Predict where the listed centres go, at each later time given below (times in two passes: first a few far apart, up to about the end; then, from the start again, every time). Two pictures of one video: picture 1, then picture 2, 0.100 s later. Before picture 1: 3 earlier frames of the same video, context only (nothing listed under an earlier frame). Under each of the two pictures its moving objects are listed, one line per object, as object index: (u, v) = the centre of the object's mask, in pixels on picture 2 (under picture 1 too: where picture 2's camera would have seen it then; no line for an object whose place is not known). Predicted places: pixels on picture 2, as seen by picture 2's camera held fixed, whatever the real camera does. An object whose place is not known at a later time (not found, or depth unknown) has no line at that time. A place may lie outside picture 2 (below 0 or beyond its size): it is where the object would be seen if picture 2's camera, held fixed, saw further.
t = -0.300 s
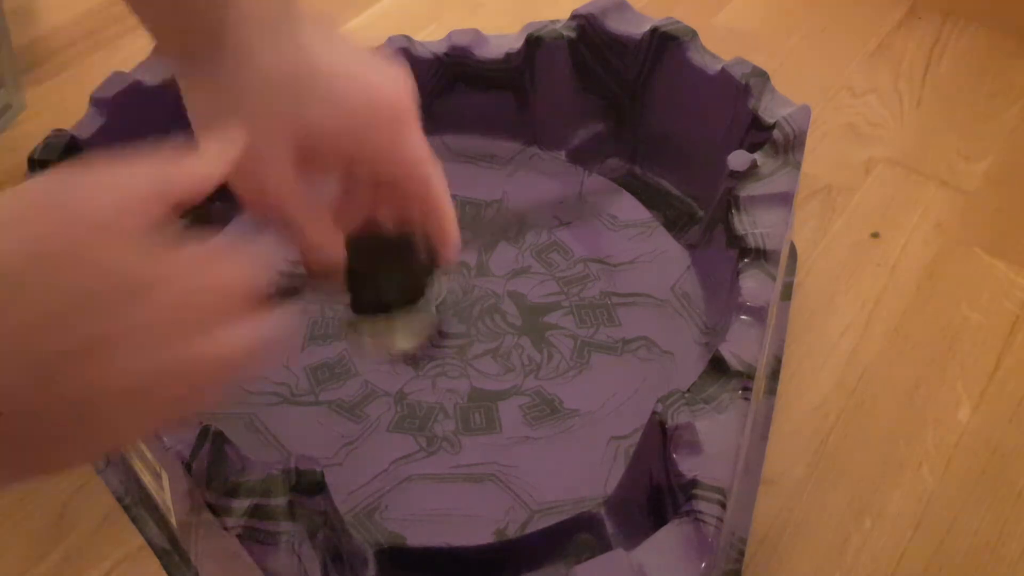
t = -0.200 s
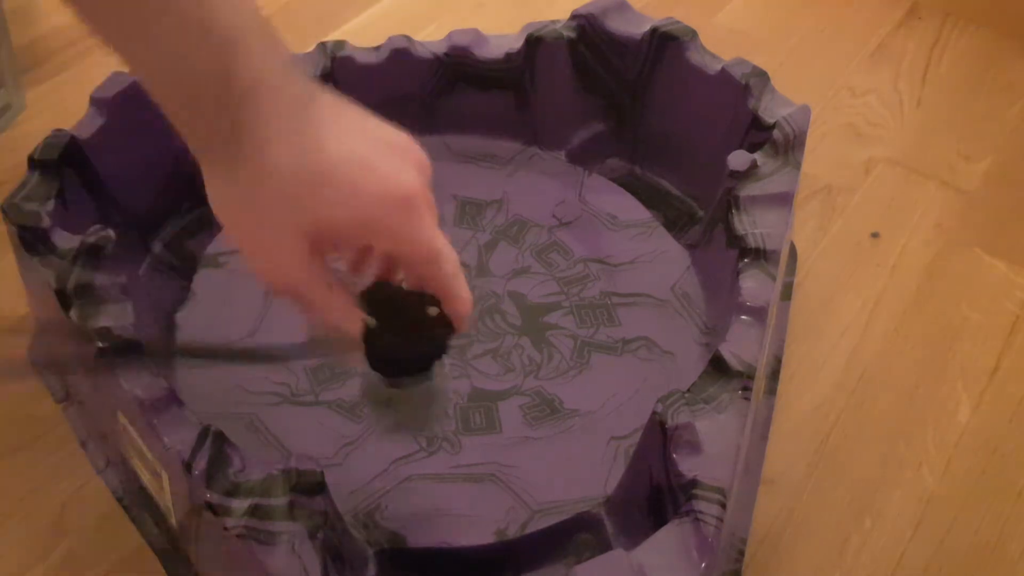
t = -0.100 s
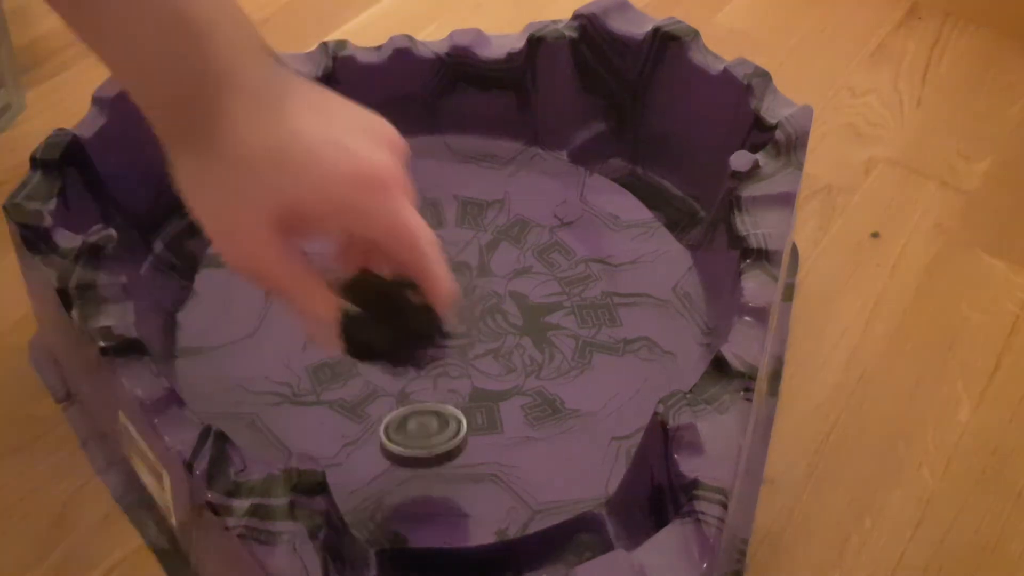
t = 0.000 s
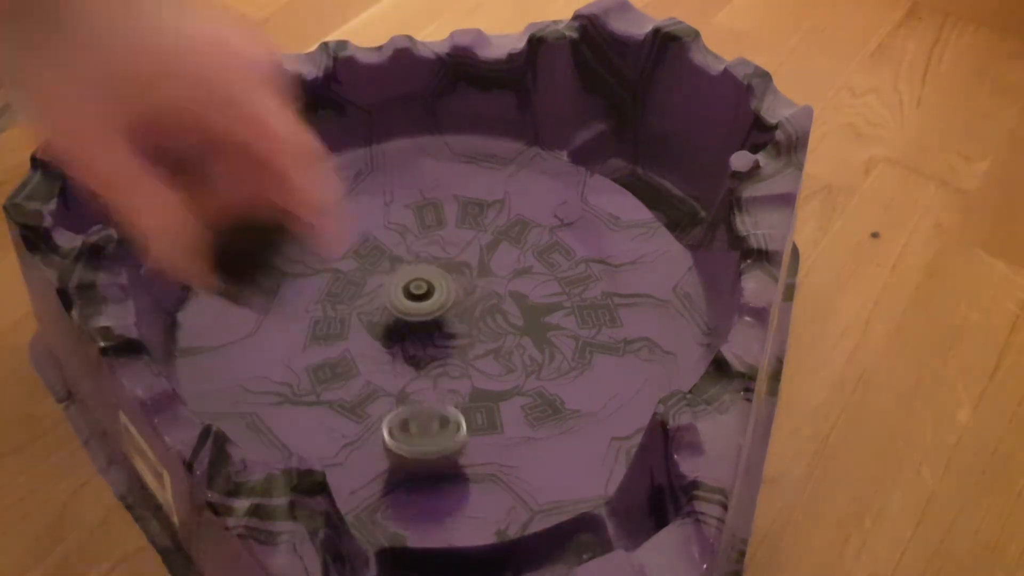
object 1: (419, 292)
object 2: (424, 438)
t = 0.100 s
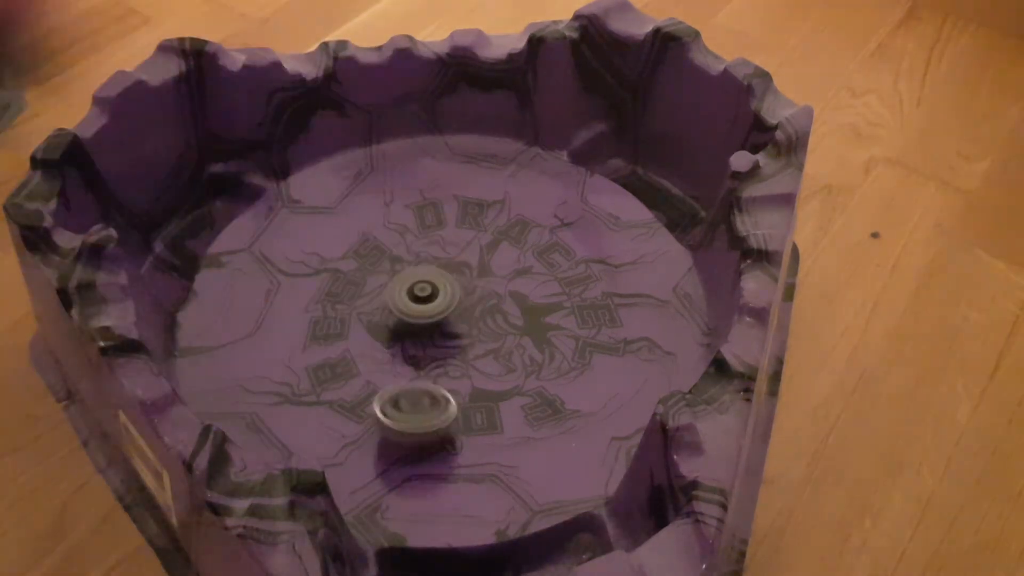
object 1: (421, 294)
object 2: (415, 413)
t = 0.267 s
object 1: (427, 296)
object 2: (352, 370)
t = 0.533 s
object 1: (440, 303)
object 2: (227, 331)
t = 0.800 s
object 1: (458, 309)
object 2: (254, 302)
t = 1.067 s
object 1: (474, 308)
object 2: (303, 259)
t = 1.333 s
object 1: (474, 307)
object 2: (324, 207)
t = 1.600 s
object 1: (460, 307)
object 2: (346, 179)
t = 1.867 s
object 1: (444, 310)
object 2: (384, 182)
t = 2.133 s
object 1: (438, 314)
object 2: (451, 192)
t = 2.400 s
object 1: (434, 311)
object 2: (511, 201)
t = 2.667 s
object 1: (430, 305)
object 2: (553, 218)
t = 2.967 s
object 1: (419, 296)
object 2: (584, 250)
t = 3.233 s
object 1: (414, 292)
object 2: (594, 305)
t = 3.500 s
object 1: (418, 294)
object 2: (587, 367)
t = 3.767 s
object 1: (423, 294)
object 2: (571, 403)
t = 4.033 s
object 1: (429, 297)
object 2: (531, 419)
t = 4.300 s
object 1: (438, 307)
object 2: (464, 422)
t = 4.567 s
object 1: (458, 311)
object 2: (384, 411)
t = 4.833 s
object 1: (464, 309)
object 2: (321, 383)
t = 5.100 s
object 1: (457, 307)
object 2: (283, 354)
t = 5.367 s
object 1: (444, 309)
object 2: (288, 320)
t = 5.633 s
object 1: (440, 313)
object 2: (308, 273)
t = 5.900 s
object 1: (437, 310)
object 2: (338, 231)
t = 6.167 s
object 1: (435, 307)
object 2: (382, 202)
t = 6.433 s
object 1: (430, 301)
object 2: (429, 192)
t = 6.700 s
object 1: (422, 297)
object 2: (477, 198)
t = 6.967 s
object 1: (419, 298)
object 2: (529, 214)
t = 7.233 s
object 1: (424, 302)
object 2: (570, 234)
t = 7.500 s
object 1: (433, 307)
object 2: (583, 259)
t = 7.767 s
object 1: (447, 310)
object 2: (570, 319)
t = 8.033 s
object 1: (452, 308)
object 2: (553, 382)
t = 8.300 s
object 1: (450, 307)
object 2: (528, 420)
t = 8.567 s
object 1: (445, 309)
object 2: (503, 425)
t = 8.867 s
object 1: (444, 312)
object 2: (432, 404)
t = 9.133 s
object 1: (443, 309)
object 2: (369, 370)
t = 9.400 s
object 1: (440, 306)
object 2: (322, 333)
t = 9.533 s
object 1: (436, 305)
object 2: (307, 312)
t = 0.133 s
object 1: (422, 294)
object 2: (408, 405)
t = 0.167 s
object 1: (422, 295)
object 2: (398, 397)
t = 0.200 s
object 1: (423, 295)
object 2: (385, 387)
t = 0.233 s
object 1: (426, 295)
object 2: (371, 380)
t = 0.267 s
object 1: (427, 296)
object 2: (352, 370)
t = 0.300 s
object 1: (427, 297)
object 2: (335, 364)
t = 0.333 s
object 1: (427, 297)
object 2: (316, 357)
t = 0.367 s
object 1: (430, 296)
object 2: (298, 351)
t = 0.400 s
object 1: (433, 297)
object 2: (281, 346)
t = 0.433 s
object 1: (437, 299)
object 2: (265, 342)
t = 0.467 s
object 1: (439, 301)
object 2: (253, 339)
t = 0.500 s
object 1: (439, 303)
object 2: (240, 336)
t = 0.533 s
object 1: (440, 303)
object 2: (227, 331)
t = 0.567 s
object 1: (441, 304)
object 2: (218, 327)
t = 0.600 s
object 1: (443, 306)
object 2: (207, 322)
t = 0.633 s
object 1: (447, 307)
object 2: (210, 319)
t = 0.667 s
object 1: (447, 308)
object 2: (220, 316)
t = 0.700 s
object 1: (449, 307)
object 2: (229, 314)
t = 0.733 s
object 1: (453, 308)
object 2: (238, 310)
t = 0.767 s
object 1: (456, 308)
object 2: (246, 306)
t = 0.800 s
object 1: (458, 309)
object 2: (254, 302)
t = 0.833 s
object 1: (459, 310)
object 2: (262, 298)
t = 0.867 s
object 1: (461, 310)
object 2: (270, 293)
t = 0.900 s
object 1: (463, 310)
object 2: (277, 288)
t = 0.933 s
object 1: (465, 310)
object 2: (284, 282)
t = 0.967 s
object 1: (468, 309)
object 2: (290, 277)
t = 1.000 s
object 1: (470, 309)
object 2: (295, 273)
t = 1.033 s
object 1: (472, 309)
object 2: (299, 267)
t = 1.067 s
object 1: (474, 308)
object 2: (303, 259)
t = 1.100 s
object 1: (474, 308)
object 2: (306, 253)
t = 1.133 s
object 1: (474, 308)
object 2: (309, 246)
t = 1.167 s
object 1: (474, 308)
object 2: (311, 239)
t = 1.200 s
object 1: (474, 308)
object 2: (313, 232)
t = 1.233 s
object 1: (476, 308)
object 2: (316, 224)
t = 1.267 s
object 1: (475, 307)
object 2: (318, 219)
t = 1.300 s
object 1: (473, 307)
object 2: (321, 212)
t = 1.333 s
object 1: (474, 307)
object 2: (324, 207)
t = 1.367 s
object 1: (473, 306)
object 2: (327, 201)
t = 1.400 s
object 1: (471, 306)
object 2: (330, 196)
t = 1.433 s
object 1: (469, 306)
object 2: (333, 191)
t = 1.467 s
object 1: (467, 306)
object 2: (336, 187)
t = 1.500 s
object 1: (465, 306)
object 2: (338, 184)
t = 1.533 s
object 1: (463, 307)
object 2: (341, 182)
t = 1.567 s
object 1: (462, 307)
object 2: (344, 180)
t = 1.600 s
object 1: (460, 307)
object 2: (346, 179)
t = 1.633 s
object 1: (458, 308)
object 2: (349, 179)
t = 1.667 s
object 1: (455, 308)
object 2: (352, 178)
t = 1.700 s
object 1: (453, 308)
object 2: (356, 179)
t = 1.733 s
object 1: (451, 309)
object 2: (360, 179)
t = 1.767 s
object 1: (449, 309)
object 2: (365, 180)
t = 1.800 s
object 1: (448, 309)
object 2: (370, 181)
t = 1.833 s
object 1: (446, 310)
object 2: (376, 181)
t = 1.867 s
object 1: (444, 310)
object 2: (384, 182)
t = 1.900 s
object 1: (443, 311)
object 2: (391, 183)
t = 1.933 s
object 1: (441, 311)
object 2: (399, 184)
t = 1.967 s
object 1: (441, 312)
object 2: (408, 184)
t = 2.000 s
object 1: (441, 313)
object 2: (416, 186)
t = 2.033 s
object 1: (439, 313)
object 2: (425, 187)
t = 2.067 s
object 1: (439, 314)
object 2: (434, 189)
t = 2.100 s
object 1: (439, 314)
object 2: (443, 190)
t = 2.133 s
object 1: (438, 314)
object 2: (451, 192)
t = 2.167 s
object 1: (438, 315)
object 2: (461, 193)
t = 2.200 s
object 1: (437, 315)
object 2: (470, 194)
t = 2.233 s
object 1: (436, 314)
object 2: (478, 196)
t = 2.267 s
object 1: (436, 314)
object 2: (486, 197)
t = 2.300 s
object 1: (436, 313)
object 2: (492, 198)
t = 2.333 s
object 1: (436, 313)
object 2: (499, 199)
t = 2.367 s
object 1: (435, 313)
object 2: (505, 200)
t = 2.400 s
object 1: (434, 311)
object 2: (511, 201)
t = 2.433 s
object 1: (434, 310)
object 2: (516, 202)
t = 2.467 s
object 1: (434, 310)
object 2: (522, 204)
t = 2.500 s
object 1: (434, 309)
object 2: (527, 206)
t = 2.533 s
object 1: (432, 309)
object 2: (532, 208)
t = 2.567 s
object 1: (431, 308)
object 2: (537, 210)
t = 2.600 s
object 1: (431, 306)
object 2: (543, 213)
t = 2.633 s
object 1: (431, 305)
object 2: (547, 215)
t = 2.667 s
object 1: (430, 305)
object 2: (553, 218)
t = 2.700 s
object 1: (429, 304)
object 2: (557, 220)
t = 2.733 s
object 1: (428, 303)
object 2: (561, 223)
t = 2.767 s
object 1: (427, 302)
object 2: (565, 226)
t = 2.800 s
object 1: (426, 301)
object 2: (569, 230)
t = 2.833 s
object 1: (425, 300)
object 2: (572, 233)
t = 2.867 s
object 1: (423, 299)
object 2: (576, 237)
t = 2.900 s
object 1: (422, 298)
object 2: (578, 241)
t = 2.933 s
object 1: (420, 297)
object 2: (581, 245)
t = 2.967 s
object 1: (419, 296)
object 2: (584, 250)
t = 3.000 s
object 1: (418, 295)
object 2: (586, 253)
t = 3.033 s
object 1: (417, 294)
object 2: (589, 259)
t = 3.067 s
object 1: (416, 294)
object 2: (591, 264)
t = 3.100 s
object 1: (415, 293)
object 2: (593, 272)
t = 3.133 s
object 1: (415, 293)
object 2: (594, 280)
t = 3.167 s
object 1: (414, 293)
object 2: (594, 287)
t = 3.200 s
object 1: (414, 293)
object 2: (594, 295)
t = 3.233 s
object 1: (414, 292)
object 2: (594, 305)
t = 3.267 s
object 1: (414, 293)
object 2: (593, 313)
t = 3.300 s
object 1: (414, 293)
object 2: (592, 321)
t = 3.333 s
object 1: (414, 293)
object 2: (591, 329)
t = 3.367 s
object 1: (414, 293)
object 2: (591, 338)
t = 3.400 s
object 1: (415, 293)
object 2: (589, 345)
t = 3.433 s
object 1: (416, 293)
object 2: (588, 353)
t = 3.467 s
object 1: (417, 294)
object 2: (588, 360)
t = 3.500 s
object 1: (418, 294)
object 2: (587, 367)
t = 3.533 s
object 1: (418, 295)
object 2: (587, 374)
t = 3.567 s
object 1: (418, 294)
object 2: (586, 380)
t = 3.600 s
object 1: (419, 294)
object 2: (585, 385)
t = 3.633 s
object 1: (420, 294)
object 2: (583, 390)
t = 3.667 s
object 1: (421, 295)
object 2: (581, 394)
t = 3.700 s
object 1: (422, 294)
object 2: (578, 397)
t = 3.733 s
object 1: (423, 294)
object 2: (575, 400)
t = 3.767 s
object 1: (423, 294)
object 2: (571, 403)
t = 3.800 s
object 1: (424, 294)
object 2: (567, 406)
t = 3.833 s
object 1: (424, 295)
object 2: (564, 408)
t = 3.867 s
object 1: (425, 295)
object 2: (559, 410)
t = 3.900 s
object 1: (425, 295)
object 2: (554, 412)
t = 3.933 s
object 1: (426, 295)
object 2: (549, 414)
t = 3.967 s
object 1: (426, 296)
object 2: (543, 416)
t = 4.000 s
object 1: (427, 297)
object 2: (537, 417)
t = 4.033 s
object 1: (429, 297)
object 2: (531, 419)
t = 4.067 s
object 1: (430, 298)
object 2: (524, 420)
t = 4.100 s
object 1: (431, 299)
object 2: (516, 421)
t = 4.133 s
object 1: (432, 300)
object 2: (509, 422)
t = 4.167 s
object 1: (433, 301)
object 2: (501, 423)
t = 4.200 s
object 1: (434, 303)
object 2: (492, 423)
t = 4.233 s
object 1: (435, 304)
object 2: (483, 424)
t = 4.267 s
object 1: (437, 306)
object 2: (474, 423)
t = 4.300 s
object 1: (438, 307)
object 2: (464, 422)
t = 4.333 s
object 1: (440, 309)
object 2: (455, 422)
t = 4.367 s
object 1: (443, 309)
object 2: (444, 420)
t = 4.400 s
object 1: (446, 310)
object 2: (434, 420)
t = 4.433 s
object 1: (448, 311)
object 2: (424, 418)
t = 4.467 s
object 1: (451, 311)
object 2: (414, 416)
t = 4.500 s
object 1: (454, 311)
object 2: (404, 415)
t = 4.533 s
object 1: (456, 311)
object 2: (394, 414)
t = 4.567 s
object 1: (458, 311)
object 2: (384, 411)
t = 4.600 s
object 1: (460, 312)
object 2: (375, 408)
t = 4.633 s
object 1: (460, 312)
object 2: (366, 405)
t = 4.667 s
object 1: (461, 311)
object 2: (358, 402)
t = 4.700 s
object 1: (462, 311)
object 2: (350, 399)
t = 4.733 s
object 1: (463, 310)
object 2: (341, 395)
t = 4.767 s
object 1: (464, 310)
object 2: (334, 391)
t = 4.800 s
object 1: (464, 309)
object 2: (327, 387)
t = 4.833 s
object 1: (464, 309)
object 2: (321, 383)
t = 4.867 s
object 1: (464, 308)
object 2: (314, 380)
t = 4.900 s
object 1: (464, 307)
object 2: (308, 376)
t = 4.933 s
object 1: (463, 307)
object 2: (302, 372)
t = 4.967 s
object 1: (463, 307)
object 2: (297, 368)
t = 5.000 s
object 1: (462, 307)
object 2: (292, 365)
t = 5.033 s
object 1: (460, 306)
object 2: (289, 361)
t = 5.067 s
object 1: (458, 307)
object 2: (286, 357)
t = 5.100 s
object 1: (457, 307)
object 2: (283, 354)
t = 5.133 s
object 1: (455, 307)
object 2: (282, 351)
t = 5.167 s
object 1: (453, 307)
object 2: (281, 347)
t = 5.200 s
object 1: (452, 307)
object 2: (281, 343)
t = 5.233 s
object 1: (450, 308)
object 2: (281, 339)
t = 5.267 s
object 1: (448, 308)
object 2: (283, 335)
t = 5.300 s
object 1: (446, 308)
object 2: (284, 329)
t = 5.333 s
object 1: (445, 309)
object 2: (286, 325)
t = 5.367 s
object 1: (444, 309)
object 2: (288, 320)
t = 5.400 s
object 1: (443, 309)
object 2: (290, 315)
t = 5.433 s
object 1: (443, 310)
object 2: (292, 309)
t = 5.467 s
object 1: (442, 311)
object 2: (294, 303)
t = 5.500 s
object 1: (442, 311)
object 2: (297, 296)
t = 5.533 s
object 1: (442, 311)
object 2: (299, 290)
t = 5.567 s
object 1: (442, 311)
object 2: (302, 285)
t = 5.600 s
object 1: (441, 312)
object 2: (305, 279)
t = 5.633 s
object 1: (440, 313)
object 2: (308, 273)
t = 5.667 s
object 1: (440, 313)
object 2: (311, 268)
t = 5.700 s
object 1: (440, 313)
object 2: (315, 262)
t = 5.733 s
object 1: (440, 312)
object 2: (318, 256)
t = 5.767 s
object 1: (440, 312)
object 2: (322, 251)
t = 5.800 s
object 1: (439, 312)
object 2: (326, 246)
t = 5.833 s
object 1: (438, 312)
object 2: (330, 241)
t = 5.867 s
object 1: (437, 311)
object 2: (334, 236)
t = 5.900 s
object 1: (437, 310)
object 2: (338, 231)
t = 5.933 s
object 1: (437, 310)
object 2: (343, 227)
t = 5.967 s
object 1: (437, 310)
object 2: (348, 223)
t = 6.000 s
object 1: (436, 310)
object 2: (353, 219)
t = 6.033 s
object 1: (435, 309)
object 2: (358, 215)
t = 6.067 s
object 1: (435, 309)
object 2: (364, 212)
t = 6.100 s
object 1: (435, 308)
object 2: (370, 208)
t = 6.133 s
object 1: (435, 307)
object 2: (375, 205)
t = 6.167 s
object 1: (435, 307)
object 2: (382, 202)
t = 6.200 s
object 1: (435, 306)
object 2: (387, 199)
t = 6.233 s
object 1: (435, 306)
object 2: (393, 197)
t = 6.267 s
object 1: (435, 306)
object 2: (399, 195)
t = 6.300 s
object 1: (434, 306)
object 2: (405, 194)
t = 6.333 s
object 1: (432, 304)
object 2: (411, 193)
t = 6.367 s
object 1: (431, 303)
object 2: (417, 192)
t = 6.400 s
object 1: (431, 302)
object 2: (423, 192)
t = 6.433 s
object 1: (430, 301)
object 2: (429, 192)
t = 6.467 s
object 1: (429, 301)
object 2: (434, 192)
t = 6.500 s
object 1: (427, 301)
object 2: (440, 192)
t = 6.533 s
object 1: (426, 300)
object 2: (446, 193)
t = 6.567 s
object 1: (425, 300)
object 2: (452, 193)
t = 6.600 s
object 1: (424, 299)
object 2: (458, 194)
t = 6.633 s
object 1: (424, 298)
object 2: (464, 195)
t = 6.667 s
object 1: (423, 298)
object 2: (471, 197)
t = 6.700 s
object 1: (422, 297)
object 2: (477, 198)
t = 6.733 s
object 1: (421, 297)
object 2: (484, 200)
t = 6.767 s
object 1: (421, 297)
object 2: (490, 201)
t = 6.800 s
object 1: (420, 297)
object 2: (497, 203)
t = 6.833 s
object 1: (419, 297)
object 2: (503, 204)
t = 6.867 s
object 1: (419, 297)
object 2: (510, 207)
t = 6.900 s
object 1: (419, 297)
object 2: (516, 209)
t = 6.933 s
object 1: (419, 297)
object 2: (522, 211)
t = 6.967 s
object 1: (419, 298)
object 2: (529, 214)
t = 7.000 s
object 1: (419, 298)
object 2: (535, 217)
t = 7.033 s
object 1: (419, 298)
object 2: (541, 219)
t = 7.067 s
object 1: (420, 299)
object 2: (547, 222)
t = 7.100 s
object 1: (420, 299)
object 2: (553, 224)
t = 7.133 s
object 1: (421, 300)
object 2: (558, 227)
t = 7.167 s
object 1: (423, 301)
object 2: (563, 230)
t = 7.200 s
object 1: (423, 301)
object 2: (567, 232)
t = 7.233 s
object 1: (424, 302)
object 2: (570, 234)
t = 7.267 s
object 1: (425, 302)
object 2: (573, 237)
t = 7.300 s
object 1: (426, 302)
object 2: (575, 239)
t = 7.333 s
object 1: (426, 303)
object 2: (577, 241)
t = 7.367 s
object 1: (427, 304)
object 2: (578, 244)
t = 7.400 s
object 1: (429, 305)
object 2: (579, 247)
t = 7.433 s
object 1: (430, 305)
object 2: (581, 251)
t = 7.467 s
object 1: (431, 306)
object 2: (582, 255)
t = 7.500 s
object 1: (433, 307)
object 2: (583, 259)
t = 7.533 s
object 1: (434, 307)
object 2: (584, 265)
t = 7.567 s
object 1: (436, 308)
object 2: (584, 271)
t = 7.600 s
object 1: (437, 309)
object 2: (583, 277)
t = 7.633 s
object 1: (440, 309)
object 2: (582, 285)
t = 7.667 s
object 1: (442, 310)
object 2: (579, 293)
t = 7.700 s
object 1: (443, 310)
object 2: (576, 301)
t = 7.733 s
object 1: (446, 310)
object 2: (573, 310)
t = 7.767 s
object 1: (447, 310)
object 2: (570, 319)
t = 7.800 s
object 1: (448, 309)
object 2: (567, 327)
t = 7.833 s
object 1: (450, 309)
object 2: (565, 336)
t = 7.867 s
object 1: (452, 309)
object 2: (562, 344)
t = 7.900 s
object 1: (453, 309)
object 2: (560, 352)
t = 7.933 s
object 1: (453, 309)
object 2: (559, 360)
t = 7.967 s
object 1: (453, 309)
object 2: (557, 367)
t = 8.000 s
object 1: (453, 308)
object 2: (556, 374)
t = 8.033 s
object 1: (452, 308)
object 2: (553, 382)
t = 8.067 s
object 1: (452, 307)
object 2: (550, 389)
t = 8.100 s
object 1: (452, 307)
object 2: (547, 395)
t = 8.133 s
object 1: (452, 307)
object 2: (544, 401)
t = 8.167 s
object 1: (452, 307)
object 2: (541, 406)
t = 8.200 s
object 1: (452, 307)
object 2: (537, 411)
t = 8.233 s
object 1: (451, 307)
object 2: (535, 414)
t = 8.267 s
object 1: (451, 307)
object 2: (531, 417)
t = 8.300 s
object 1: (450, 307)
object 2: (528, 420)
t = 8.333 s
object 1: (449, 307)
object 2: (526, 421)
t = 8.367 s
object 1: (448, 307)
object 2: (523, 423)
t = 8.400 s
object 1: (447, 307)
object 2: (520, 423)
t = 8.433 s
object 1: (447, 308)
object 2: (517, 424)
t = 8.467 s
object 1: (446, 308)
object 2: (514, 425)
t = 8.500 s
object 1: (445, 308)
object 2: (510, 425)
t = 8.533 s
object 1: (445, 309)
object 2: (507, 425)
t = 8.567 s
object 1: (445, 309)
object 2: (503, 425)
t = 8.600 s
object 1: (445, 310)
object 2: (497, 424)
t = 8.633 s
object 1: (445, 310)
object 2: (492, 422)
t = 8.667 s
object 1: (445, 310)
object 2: (485, 421)
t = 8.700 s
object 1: (445, 310)
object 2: (477, 418)
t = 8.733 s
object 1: (445, 310)
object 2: (468, 416)
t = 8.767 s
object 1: (445, 311)
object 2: (460, 413)
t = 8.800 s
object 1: (444, 311)
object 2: (450, 410)
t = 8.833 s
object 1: (444, 311)
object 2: (441, 407)
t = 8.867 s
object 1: (444, 312)
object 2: (432, 404)
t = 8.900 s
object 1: (444, 311)
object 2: (424, 400)
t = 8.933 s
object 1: (443, 311)
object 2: (415, 396)
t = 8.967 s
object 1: (443, 311)
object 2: (406, 393)
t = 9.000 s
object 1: (443, 311)
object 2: (399, 388)
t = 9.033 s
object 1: (443, 310)
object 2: (391, 383)
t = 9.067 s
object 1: (443, 310)
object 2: (383, 379)
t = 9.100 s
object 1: (443, 310)
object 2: (376, 375)
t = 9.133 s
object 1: (443, 309)
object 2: (369, 370)
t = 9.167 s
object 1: (443, 309)
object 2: (361, 365)
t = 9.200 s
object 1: (442, 309)
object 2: (355, 362)
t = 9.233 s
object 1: (441, 308)
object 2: (348, 357)
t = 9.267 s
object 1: (441, 307)
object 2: (343, 353)
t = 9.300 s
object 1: (441, 307)
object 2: (337, 348)
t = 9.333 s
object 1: (441, 306)
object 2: (332, 343)
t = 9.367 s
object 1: (440, 306)
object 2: (327, 339)
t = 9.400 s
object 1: (440, 306)
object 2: (322, 333)
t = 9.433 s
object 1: (439, 306)
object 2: (317, 328)
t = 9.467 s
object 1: (438, 306)
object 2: (314, 322)
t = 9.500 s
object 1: (437, 306)
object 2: (310, 317)
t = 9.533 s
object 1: (436, 305)
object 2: (307, 312)
